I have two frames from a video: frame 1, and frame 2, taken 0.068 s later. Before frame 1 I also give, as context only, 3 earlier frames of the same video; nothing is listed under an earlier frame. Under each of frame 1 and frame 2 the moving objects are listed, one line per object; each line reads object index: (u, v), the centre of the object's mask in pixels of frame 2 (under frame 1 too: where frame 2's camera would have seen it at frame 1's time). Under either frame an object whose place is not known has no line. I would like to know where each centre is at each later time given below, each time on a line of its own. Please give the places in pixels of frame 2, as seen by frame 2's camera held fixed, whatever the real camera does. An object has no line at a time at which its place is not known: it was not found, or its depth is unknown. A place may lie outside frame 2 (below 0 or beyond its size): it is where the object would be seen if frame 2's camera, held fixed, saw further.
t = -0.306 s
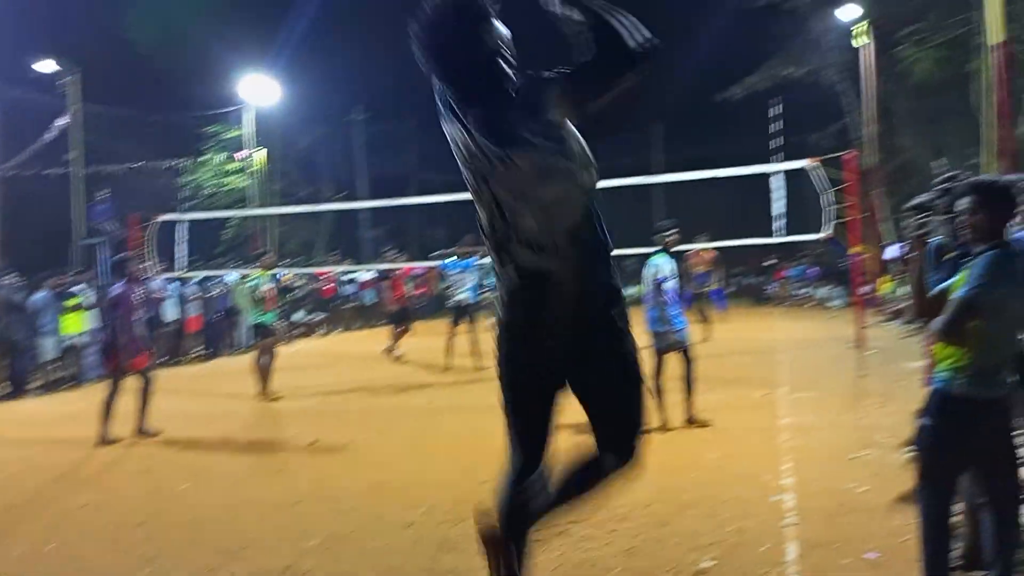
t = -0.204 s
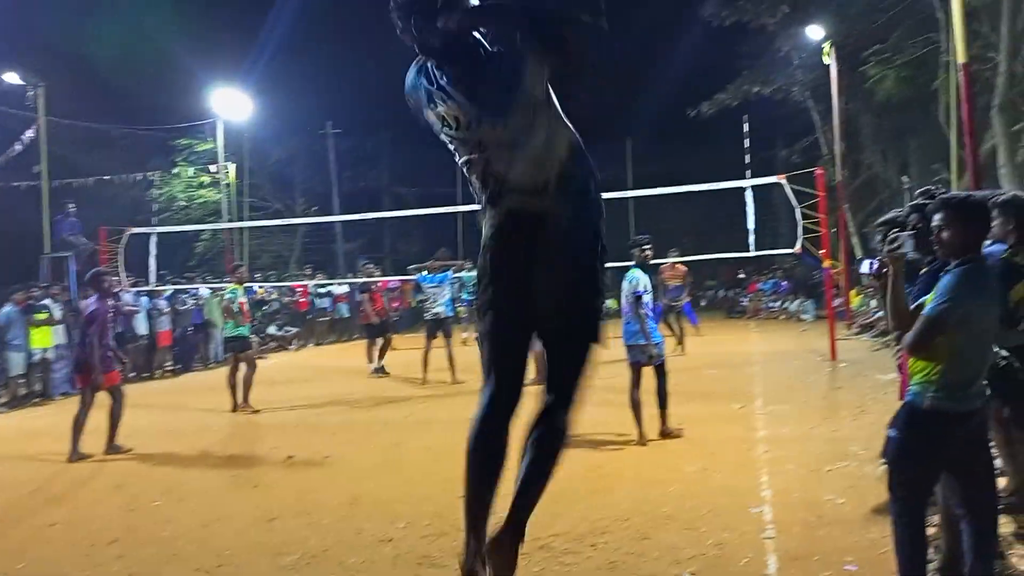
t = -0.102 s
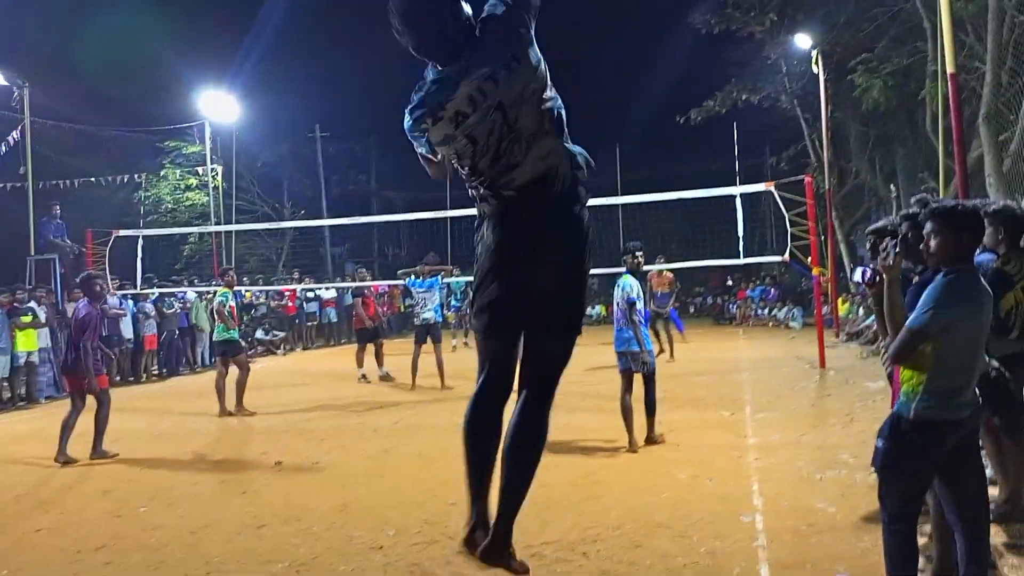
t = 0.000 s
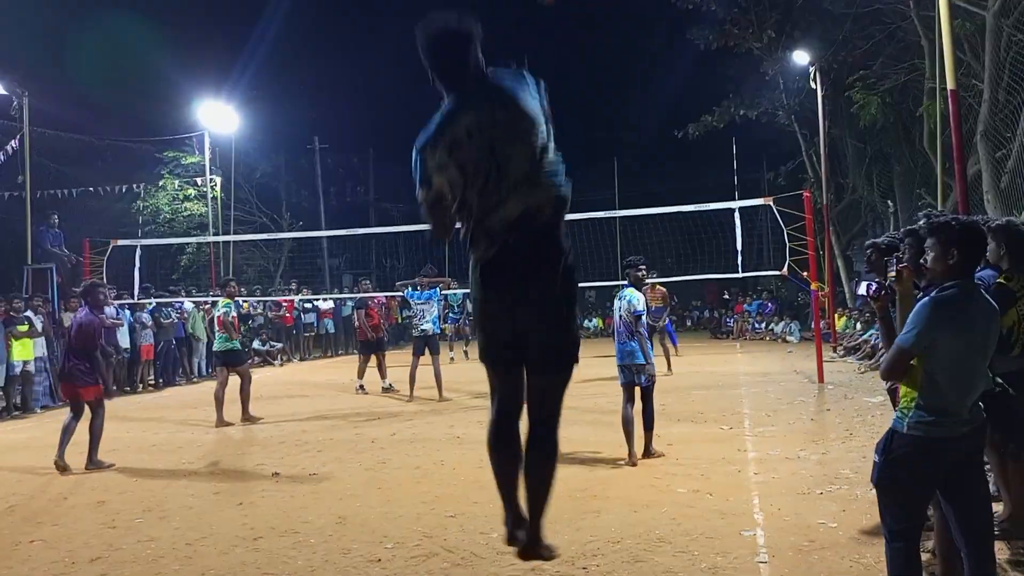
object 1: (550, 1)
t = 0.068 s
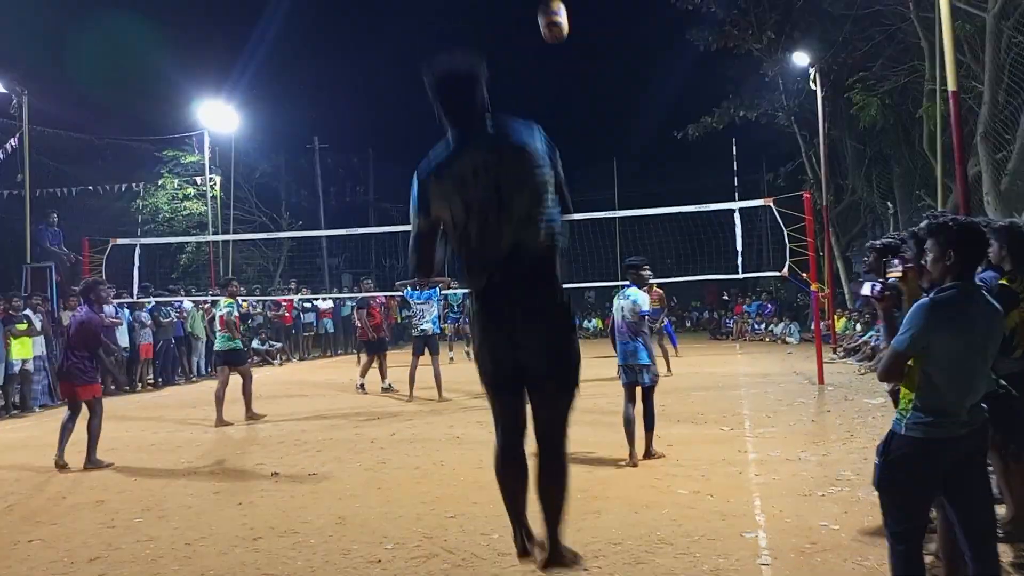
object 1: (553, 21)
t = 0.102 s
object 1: (553, 40)
